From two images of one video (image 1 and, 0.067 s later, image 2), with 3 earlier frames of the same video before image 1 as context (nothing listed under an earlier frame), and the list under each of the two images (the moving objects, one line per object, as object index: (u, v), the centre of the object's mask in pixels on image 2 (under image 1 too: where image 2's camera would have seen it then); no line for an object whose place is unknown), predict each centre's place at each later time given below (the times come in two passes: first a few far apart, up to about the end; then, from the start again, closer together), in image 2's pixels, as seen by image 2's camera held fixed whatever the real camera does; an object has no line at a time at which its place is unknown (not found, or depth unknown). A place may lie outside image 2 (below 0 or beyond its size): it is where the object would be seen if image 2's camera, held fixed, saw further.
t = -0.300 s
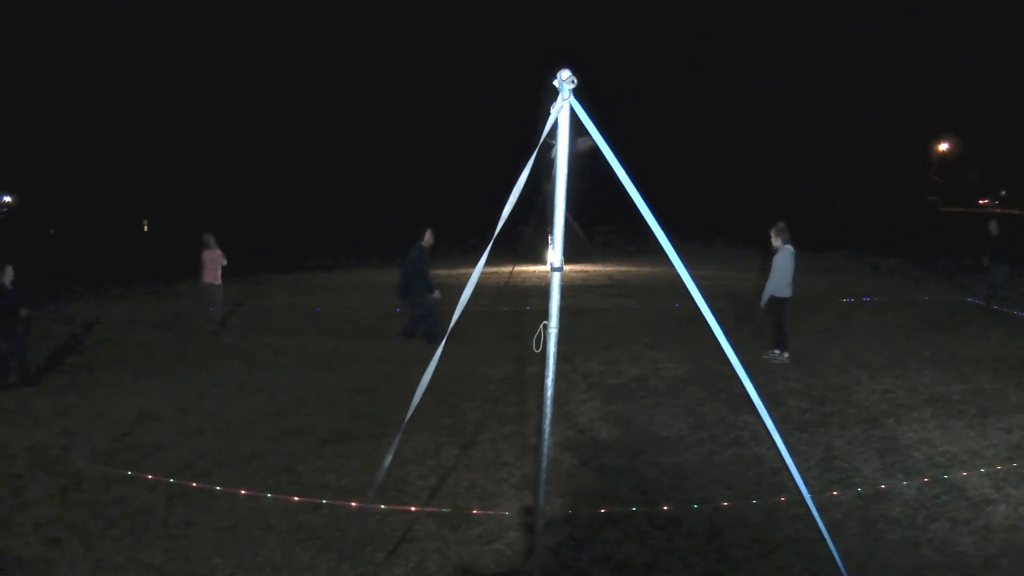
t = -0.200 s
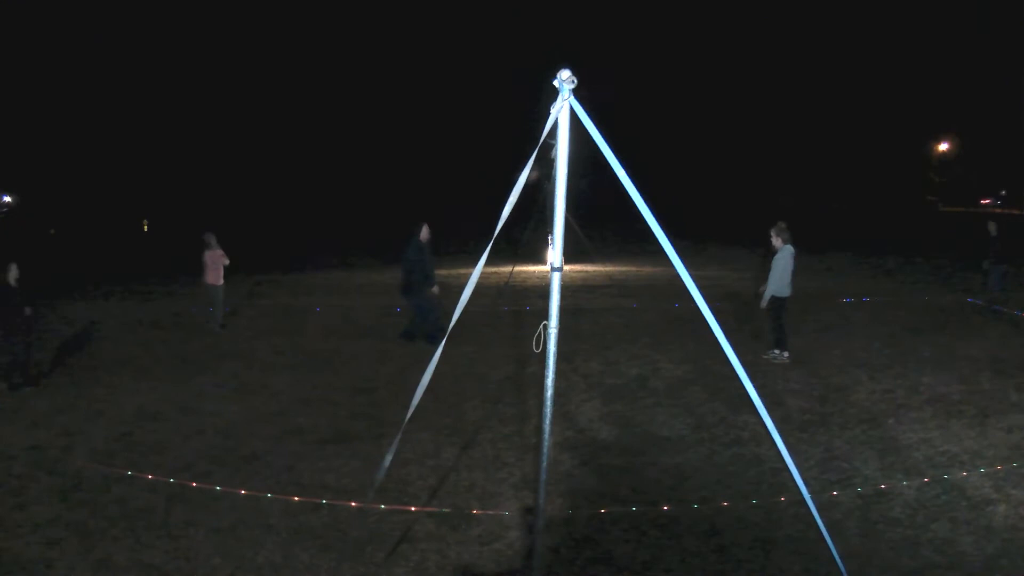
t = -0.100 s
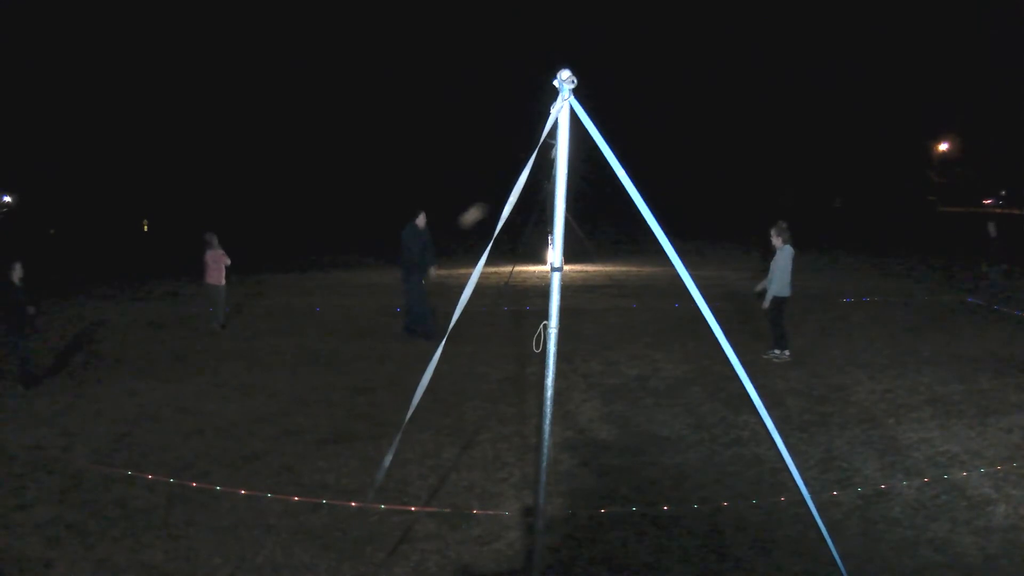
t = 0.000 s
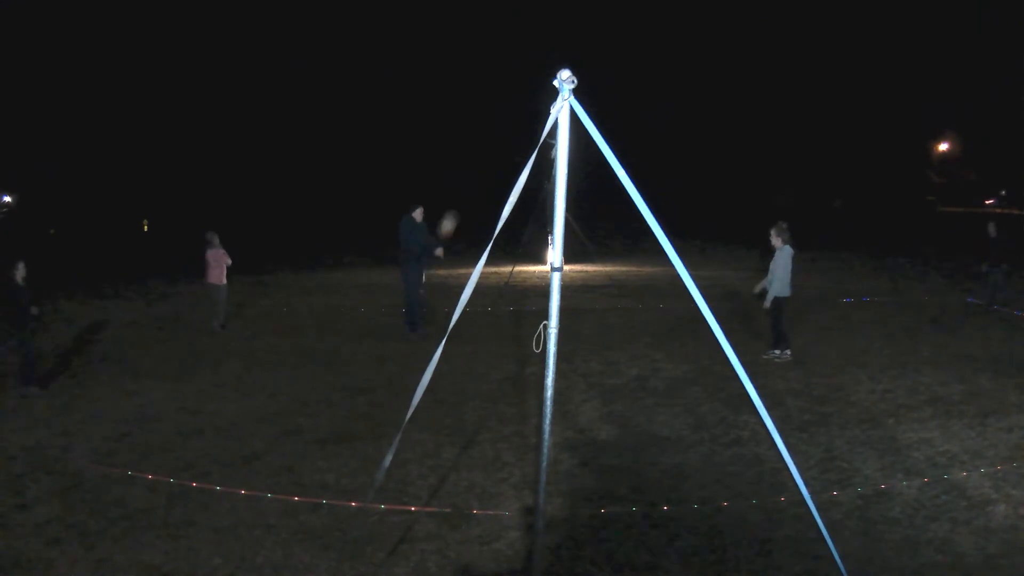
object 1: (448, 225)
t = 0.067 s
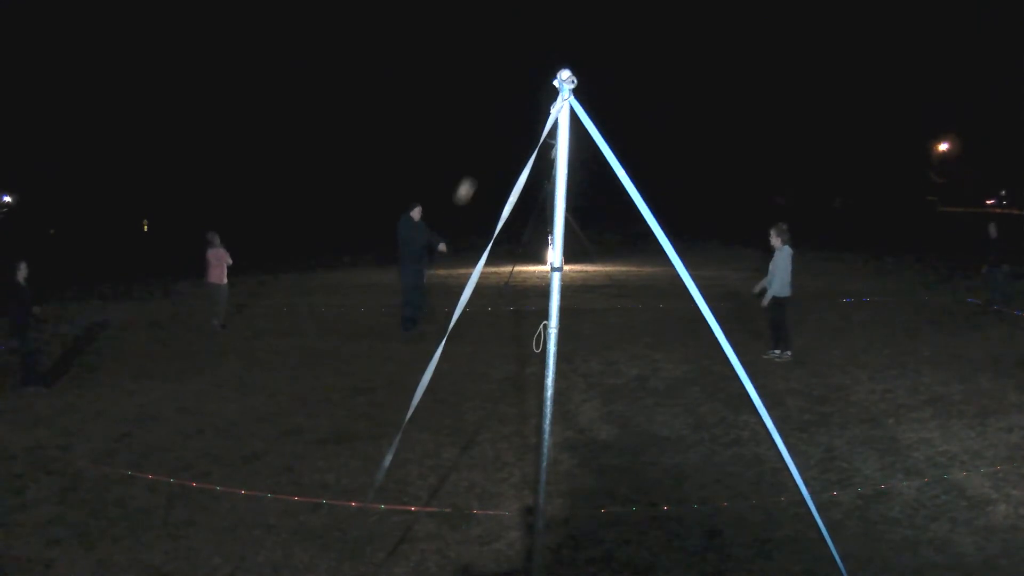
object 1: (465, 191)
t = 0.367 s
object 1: (552, 75)
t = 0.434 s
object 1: (578, 61)
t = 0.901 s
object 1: (750, 57)
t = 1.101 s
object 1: (833, 123)
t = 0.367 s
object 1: (552, 75)
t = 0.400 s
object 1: (568, 65)
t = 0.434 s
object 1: (578, 61)
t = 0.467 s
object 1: (589, 54)
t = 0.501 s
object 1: (601, 48)
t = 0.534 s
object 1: (612, 43)
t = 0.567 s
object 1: (624, 39)
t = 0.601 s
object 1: (636, 36)
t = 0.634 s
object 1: (648, 34)
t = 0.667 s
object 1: (660, 33)
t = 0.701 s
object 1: (673, 33)
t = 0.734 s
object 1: (685, 34)
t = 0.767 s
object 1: (698, 37)
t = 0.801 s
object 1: (711, 40)
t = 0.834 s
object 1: (724, 45)
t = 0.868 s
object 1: (737, 51)
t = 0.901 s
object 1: (750, 57)
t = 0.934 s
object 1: (764, 65)
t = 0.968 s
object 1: (777, 74)
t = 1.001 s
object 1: (791, 85)
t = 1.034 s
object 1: (804, 96)
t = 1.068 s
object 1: (818, 109)
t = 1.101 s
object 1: (833, 123)
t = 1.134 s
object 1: (846, 139)
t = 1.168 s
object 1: (860, 156)
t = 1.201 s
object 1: (874, 174)
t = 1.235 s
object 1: (888, 194)
